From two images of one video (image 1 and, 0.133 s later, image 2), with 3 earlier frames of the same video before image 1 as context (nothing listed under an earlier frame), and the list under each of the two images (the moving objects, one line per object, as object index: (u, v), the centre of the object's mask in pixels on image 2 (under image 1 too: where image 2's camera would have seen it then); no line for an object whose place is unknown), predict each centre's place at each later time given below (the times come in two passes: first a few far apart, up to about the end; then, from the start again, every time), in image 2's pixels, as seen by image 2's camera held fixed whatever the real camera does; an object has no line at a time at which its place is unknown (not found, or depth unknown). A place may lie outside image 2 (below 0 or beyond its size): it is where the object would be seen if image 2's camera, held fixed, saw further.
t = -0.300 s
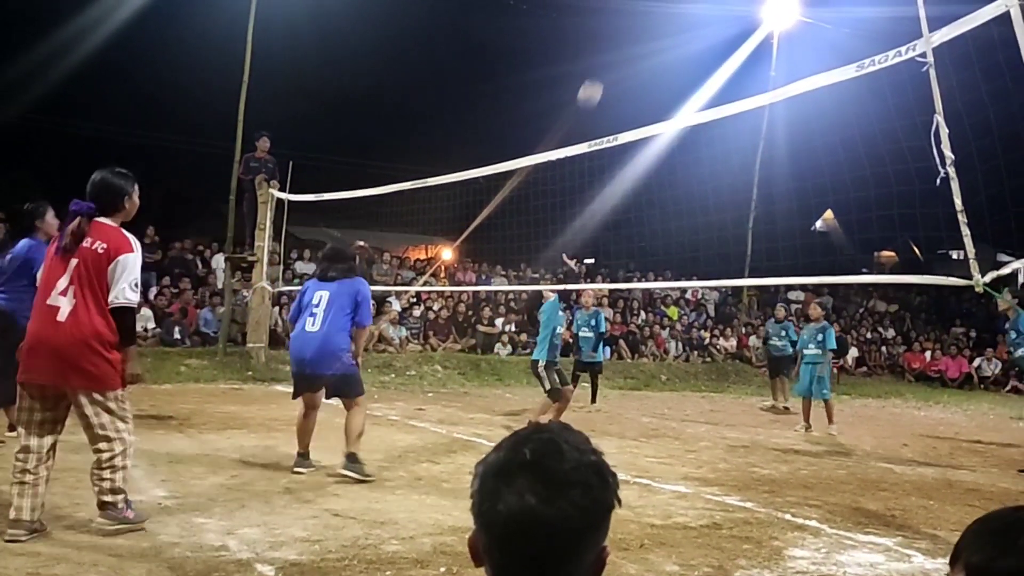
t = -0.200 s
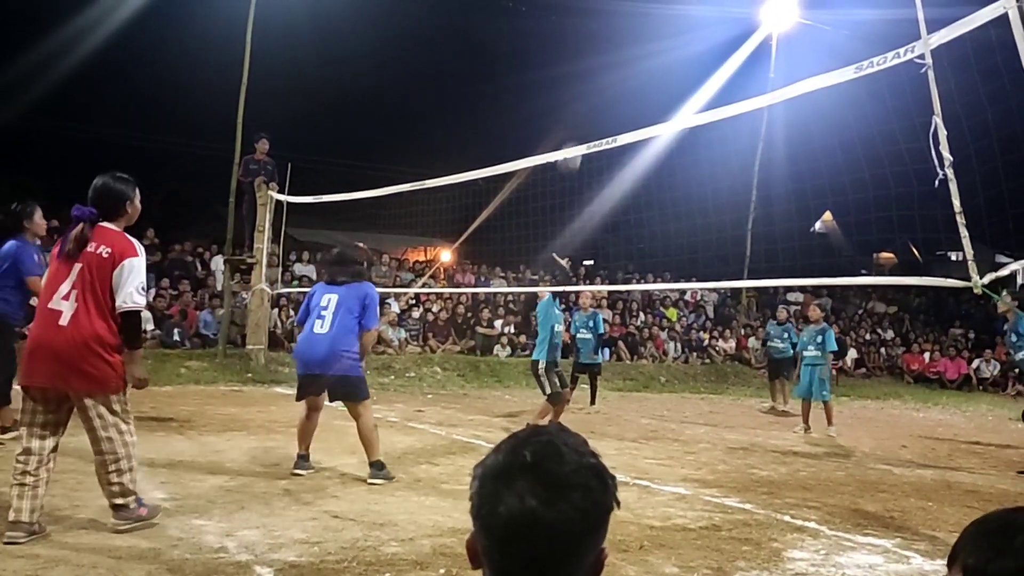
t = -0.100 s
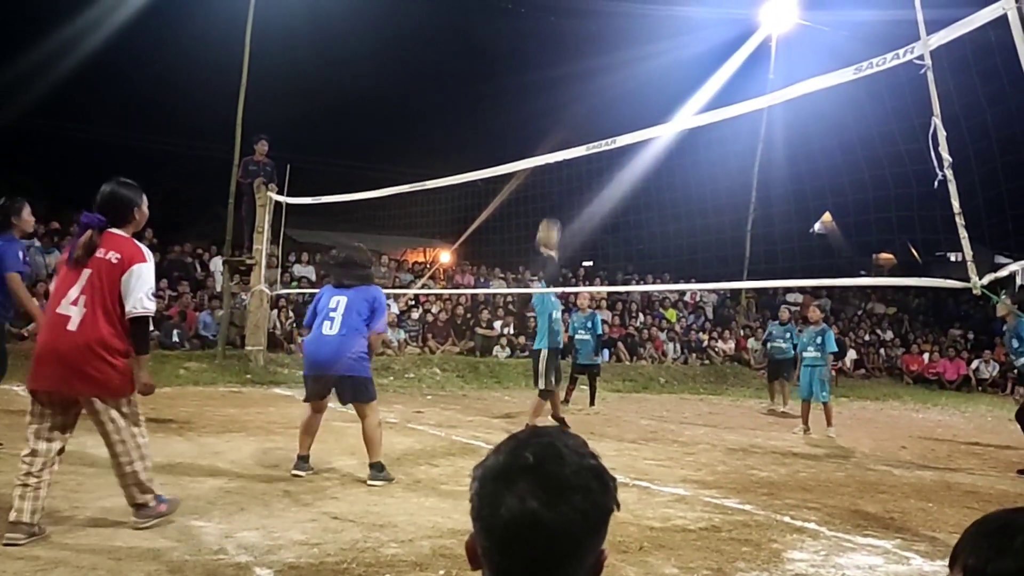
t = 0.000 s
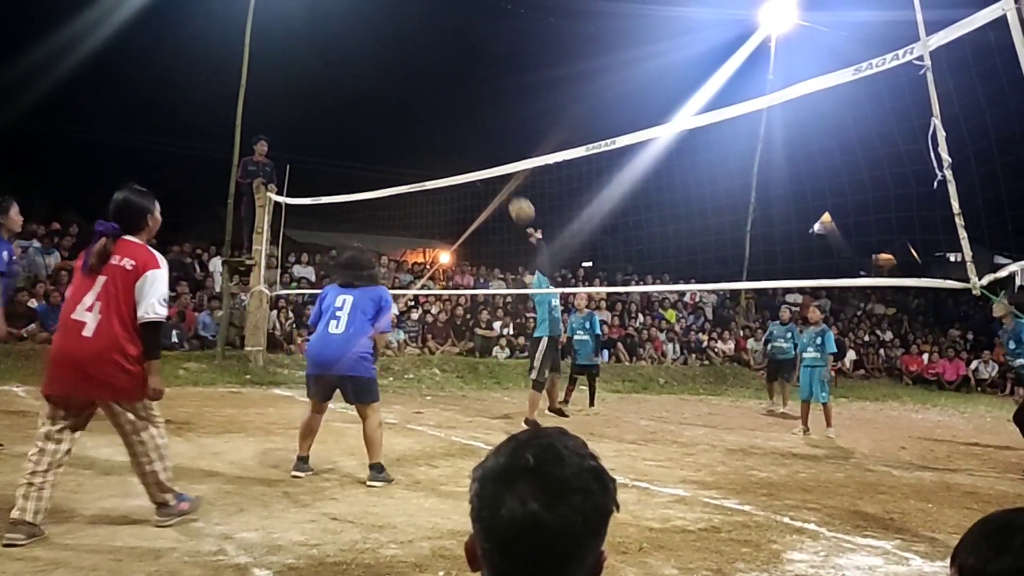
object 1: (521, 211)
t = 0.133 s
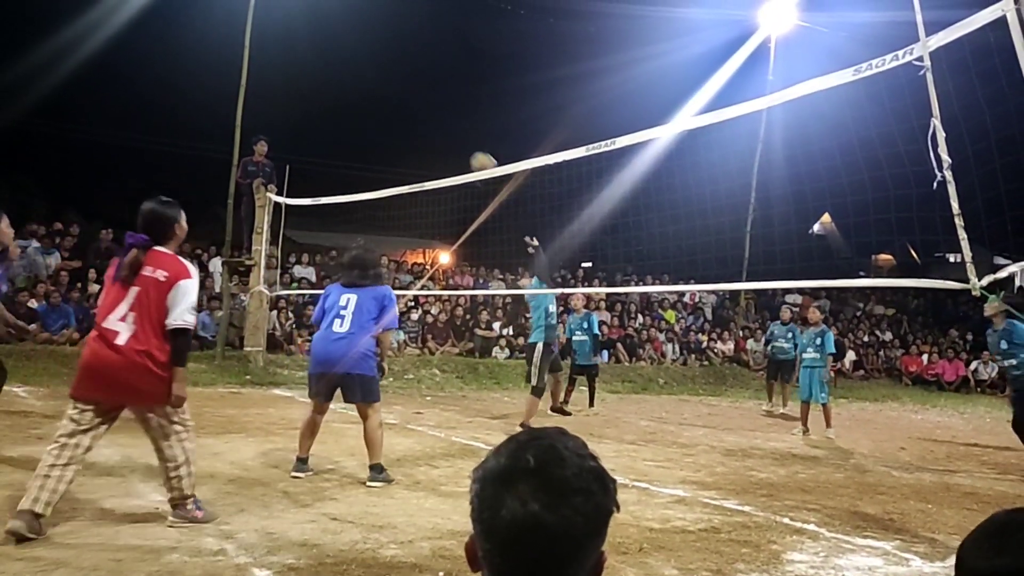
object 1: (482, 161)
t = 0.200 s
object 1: (464, 149)
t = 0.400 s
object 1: (406, 129)
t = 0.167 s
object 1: (474, 156)
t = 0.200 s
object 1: (464, 149)
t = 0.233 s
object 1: (455, 143)
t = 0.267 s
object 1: (445, 138)
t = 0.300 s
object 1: (435, 134)
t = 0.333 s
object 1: (426, 131)
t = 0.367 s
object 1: (416, 129)
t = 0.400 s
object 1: (406, 129)
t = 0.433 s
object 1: (396, 130)
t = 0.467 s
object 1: (386, 132)
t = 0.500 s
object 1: (376, 135)
